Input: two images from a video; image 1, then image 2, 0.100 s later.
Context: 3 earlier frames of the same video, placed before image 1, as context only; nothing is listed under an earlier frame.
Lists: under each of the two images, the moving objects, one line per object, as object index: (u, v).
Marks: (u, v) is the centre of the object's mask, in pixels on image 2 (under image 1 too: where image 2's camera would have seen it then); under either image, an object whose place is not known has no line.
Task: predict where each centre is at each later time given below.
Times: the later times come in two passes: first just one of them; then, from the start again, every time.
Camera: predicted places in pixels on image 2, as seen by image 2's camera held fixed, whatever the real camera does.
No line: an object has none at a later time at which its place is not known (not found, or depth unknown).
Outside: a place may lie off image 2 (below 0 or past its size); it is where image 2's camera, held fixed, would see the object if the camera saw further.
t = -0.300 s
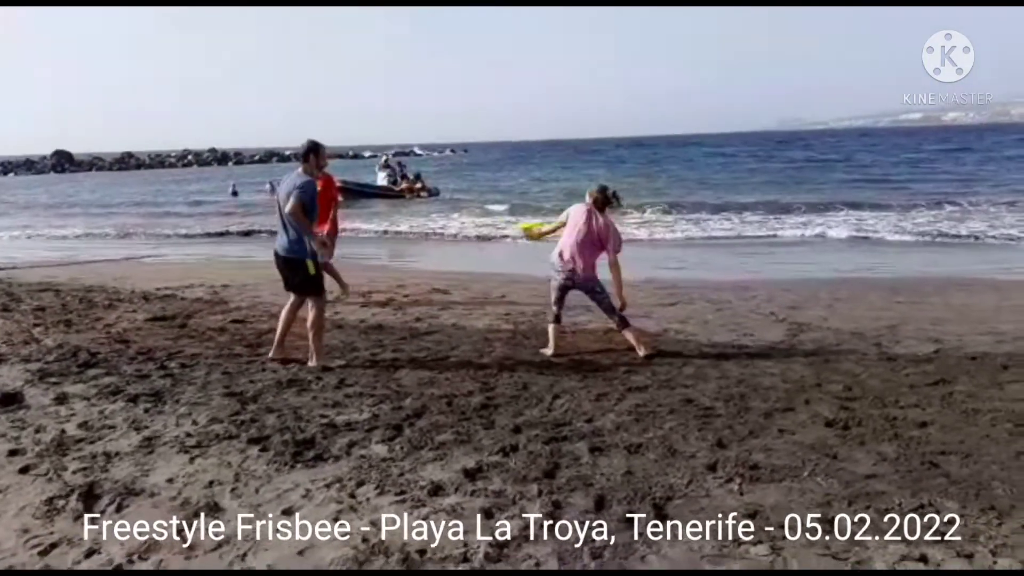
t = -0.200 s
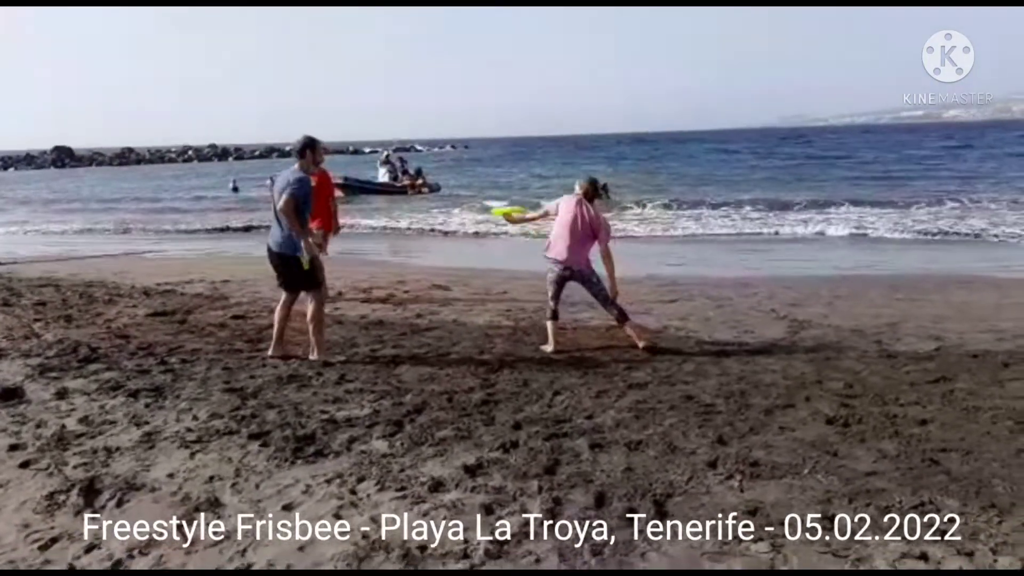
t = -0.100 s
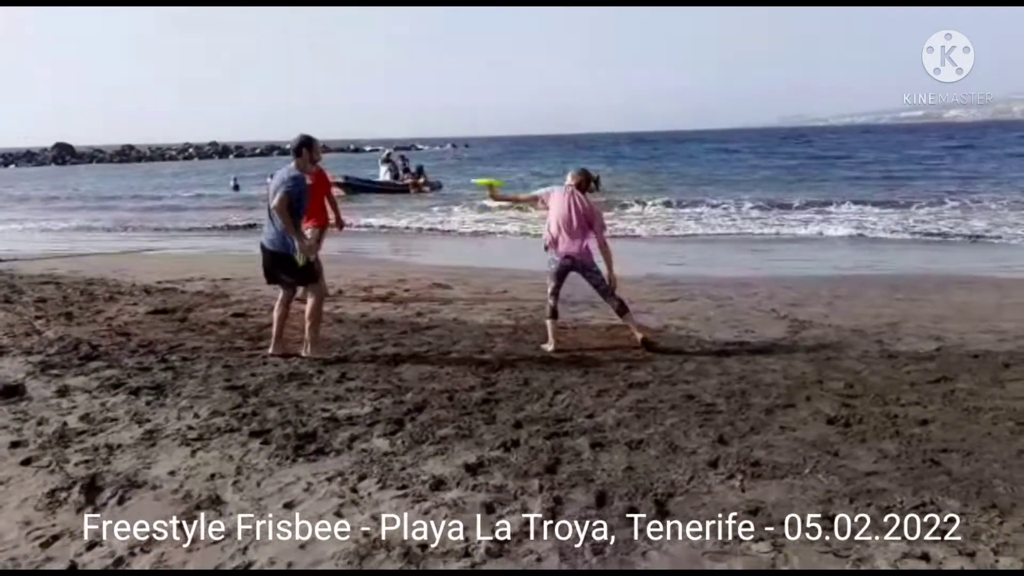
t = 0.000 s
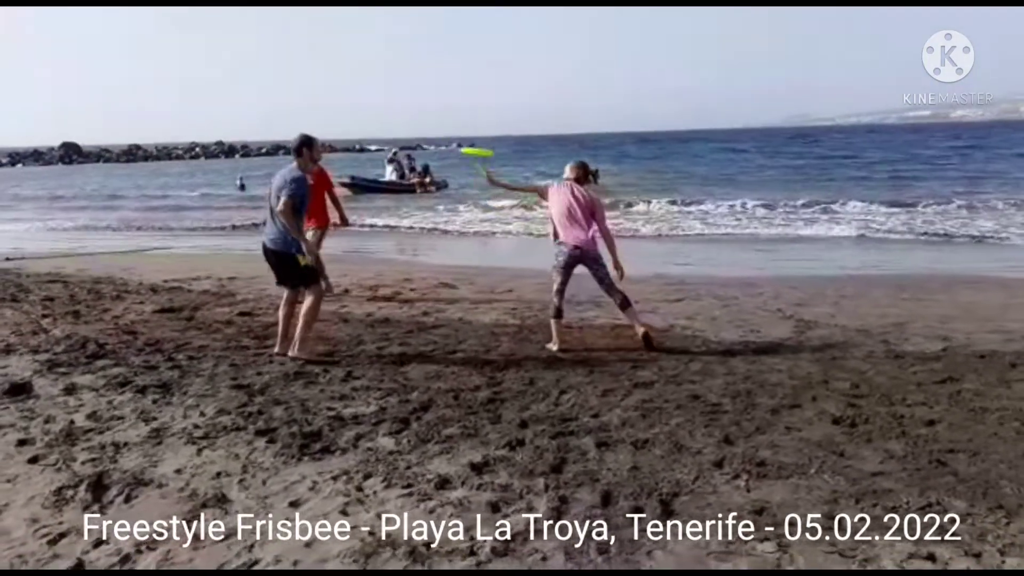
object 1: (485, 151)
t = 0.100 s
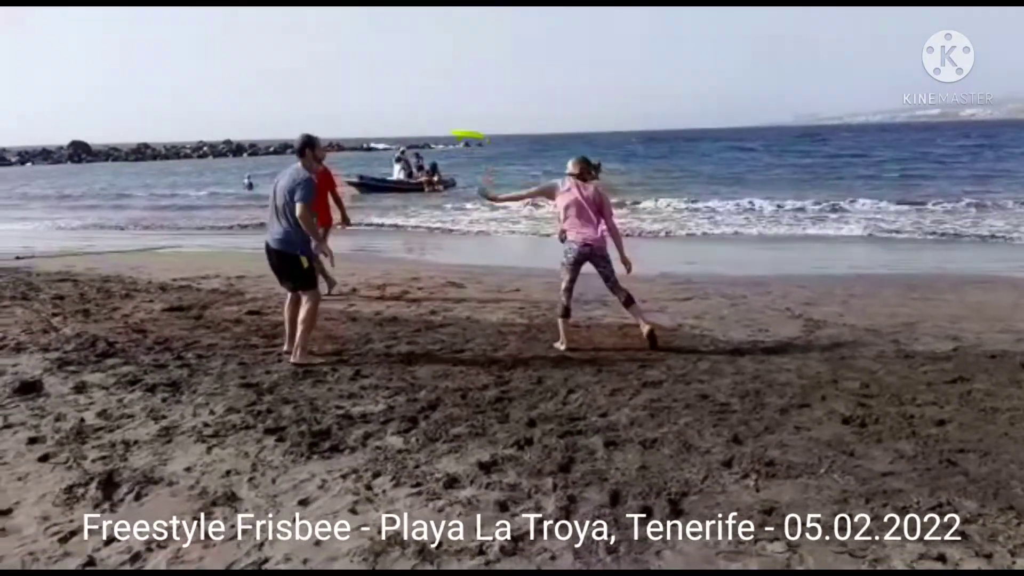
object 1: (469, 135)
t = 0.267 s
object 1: (441, 129)
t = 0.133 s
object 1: (465, 132)
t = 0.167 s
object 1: (458, 130)
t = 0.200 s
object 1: (452, 128)
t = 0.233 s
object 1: (447, 128)
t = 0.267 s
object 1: (441, 129)
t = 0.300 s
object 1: (434, 131)
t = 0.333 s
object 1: (431, 134)
